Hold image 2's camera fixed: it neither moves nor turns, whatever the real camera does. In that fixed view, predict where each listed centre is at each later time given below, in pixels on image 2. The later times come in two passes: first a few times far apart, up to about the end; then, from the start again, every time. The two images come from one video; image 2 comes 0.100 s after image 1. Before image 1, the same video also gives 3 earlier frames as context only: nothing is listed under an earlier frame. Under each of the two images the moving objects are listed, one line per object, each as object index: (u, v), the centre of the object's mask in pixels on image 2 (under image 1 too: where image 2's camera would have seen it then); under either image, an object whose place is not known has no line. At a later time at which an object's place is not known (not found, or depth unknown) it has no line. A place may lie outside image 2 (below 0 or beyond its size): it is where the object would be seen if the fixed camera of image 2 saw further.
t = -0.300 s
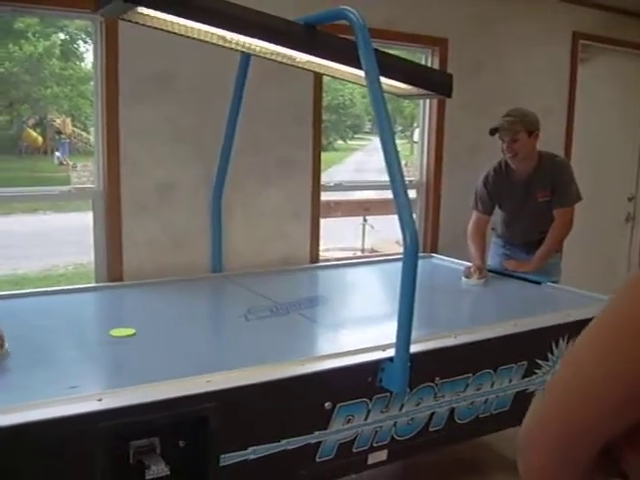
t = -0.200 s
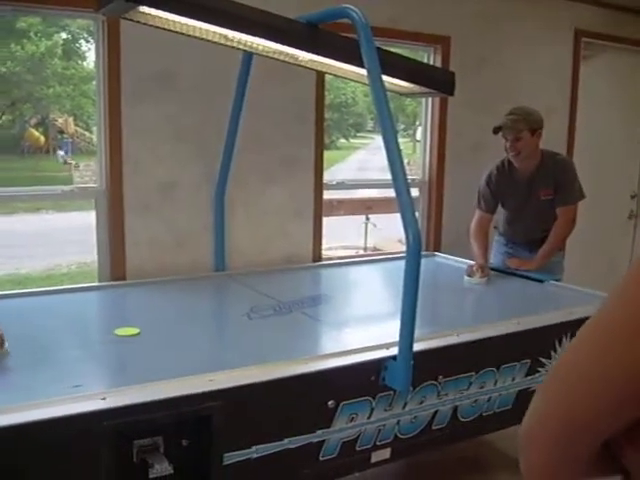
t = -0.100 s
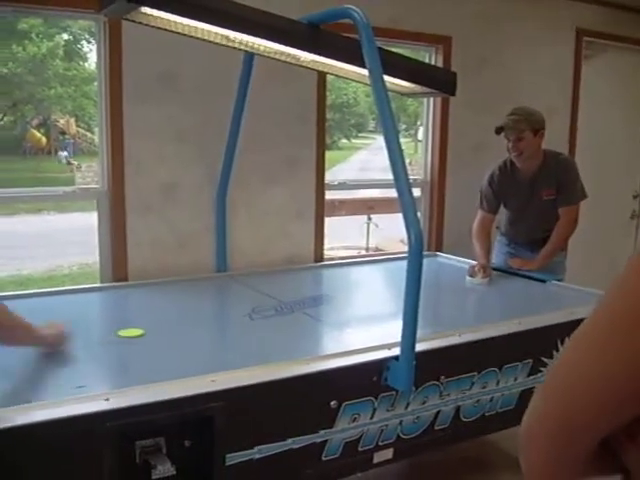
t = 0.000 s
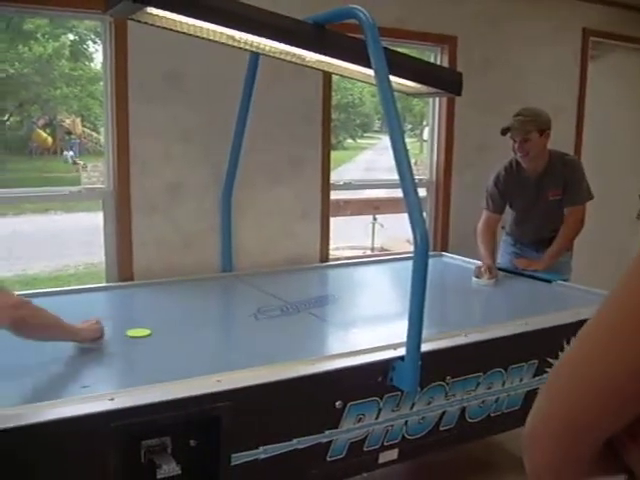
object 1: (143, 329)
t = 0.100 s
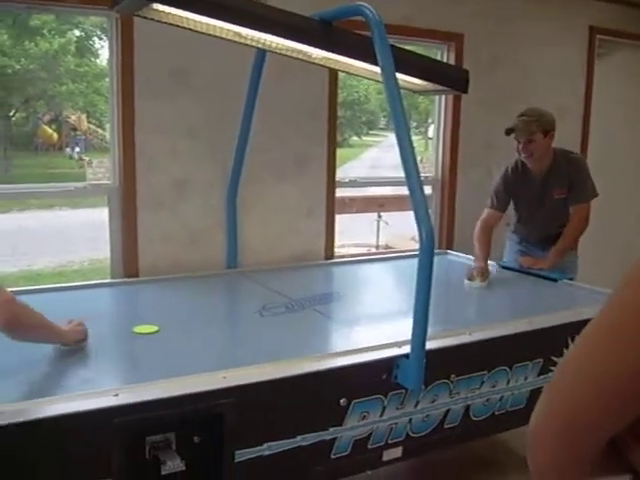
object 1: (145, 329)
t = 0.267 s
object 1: (149, 330)
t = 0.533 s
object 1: (157, 330)
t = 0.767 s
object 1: (164, 331)
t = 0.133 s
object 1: (146, 329)
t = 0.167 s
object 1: (147, 330)
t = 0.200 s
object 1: (147, 329)
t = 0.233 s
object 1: (148, 330)
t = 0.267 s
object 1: (149, 330)
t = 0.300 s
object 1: (150, 330)
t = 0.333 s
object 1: (151, 330)
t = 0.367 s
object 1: (152, 330)
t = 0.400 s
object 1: (153, 330)
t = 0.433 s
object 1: (153, 330)
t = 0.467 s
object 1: (155, 330)
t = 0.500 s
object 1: (156, 330)
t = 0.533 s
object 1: (157, 330)
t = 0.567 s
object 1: (157, 331)
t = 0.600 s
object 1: (158, 330)
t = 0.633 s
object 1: (160, 331)
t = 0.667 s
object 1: (161, 331)
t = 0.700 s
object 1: (162, 331)
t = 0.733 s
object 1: (163, 331)
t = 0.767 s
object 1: (164, 331)
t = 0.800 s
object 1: (165, 332)
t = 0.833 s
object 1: (167, 331)
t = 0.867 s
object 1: (168, 331)
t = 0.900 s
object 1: (169, 332)
